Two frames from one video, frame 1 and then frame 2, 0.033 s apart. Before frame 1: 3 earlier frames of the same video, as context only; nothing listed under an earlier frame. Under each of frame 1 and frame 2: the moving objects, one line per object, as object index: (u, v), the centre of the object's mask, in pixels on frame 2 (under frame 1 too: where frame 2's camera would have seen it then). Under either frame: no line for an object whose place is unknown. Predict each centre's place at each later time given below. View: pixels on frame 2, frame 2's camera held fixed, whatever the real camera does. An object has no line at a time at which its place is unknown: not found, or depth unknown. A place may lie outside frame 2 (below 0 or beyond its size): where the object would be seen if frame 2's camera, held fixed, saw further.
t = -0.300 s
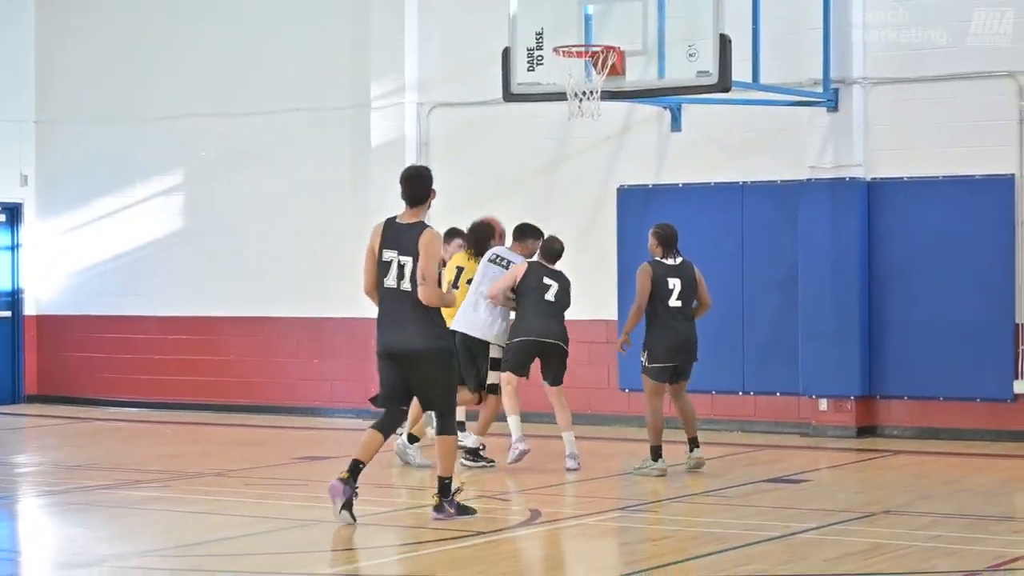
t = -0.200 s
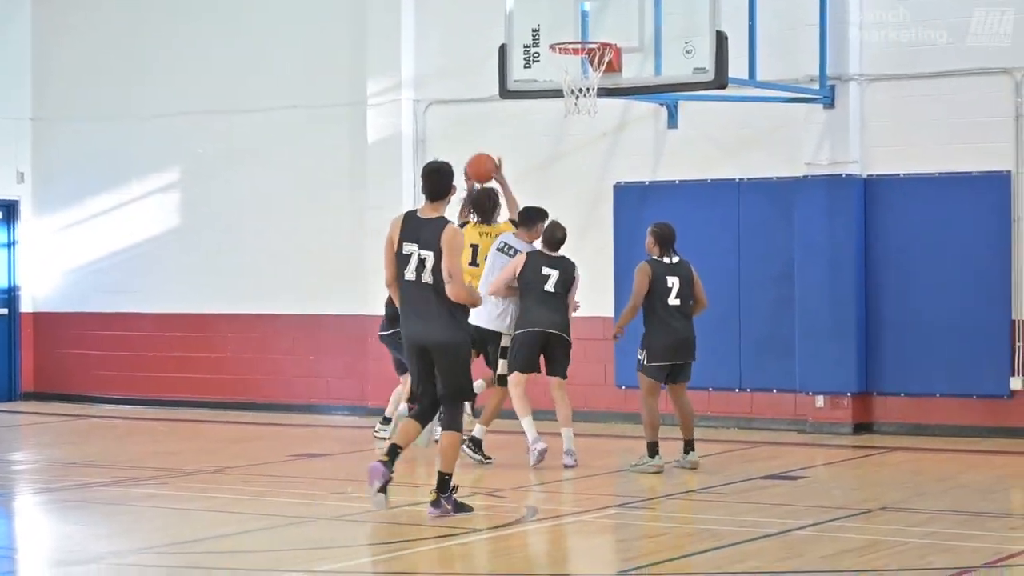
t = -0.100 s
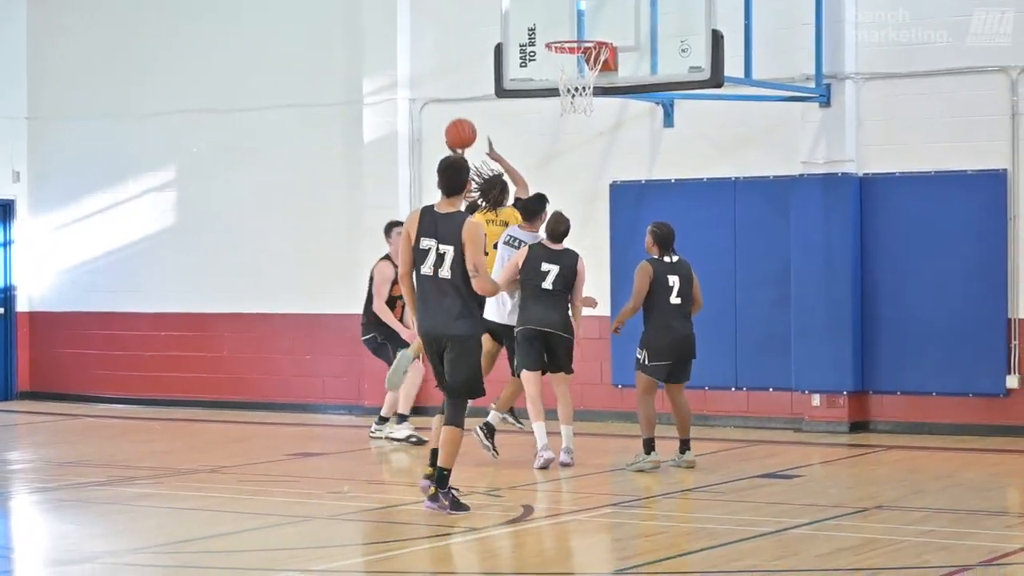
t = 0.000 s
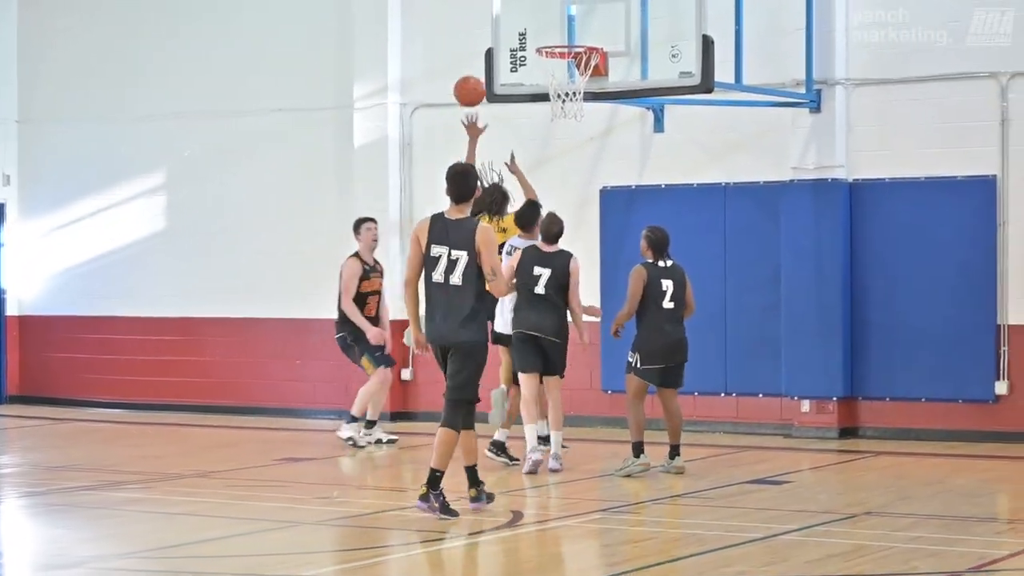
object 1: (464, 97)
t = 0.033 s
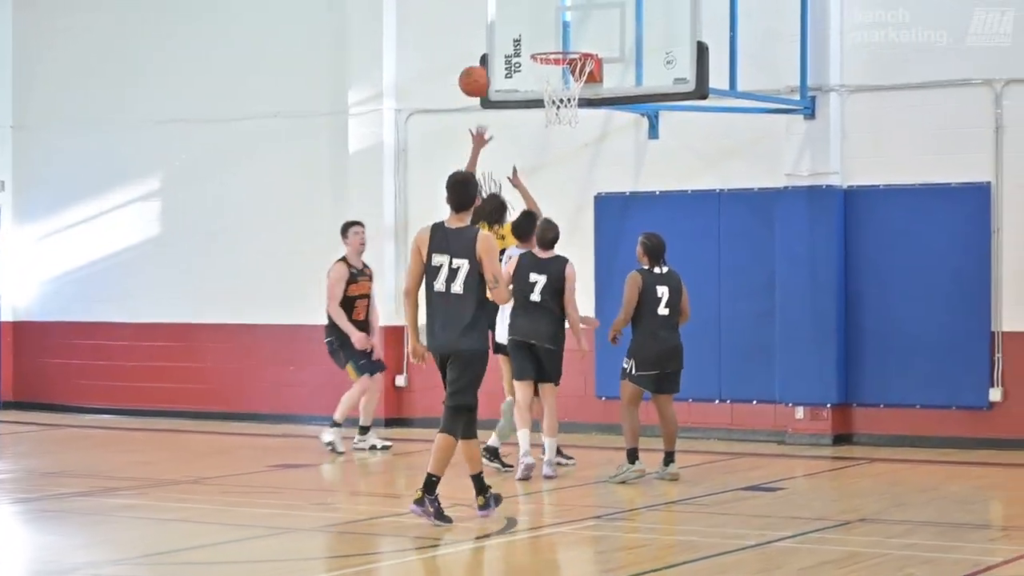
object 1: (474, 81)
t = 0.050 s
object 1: (479, 74)
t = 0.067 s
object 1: (484, 67)
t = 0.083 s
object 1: (489, 60)
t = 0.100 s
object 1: (495, 53)
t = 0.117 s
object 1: (500, 47)
